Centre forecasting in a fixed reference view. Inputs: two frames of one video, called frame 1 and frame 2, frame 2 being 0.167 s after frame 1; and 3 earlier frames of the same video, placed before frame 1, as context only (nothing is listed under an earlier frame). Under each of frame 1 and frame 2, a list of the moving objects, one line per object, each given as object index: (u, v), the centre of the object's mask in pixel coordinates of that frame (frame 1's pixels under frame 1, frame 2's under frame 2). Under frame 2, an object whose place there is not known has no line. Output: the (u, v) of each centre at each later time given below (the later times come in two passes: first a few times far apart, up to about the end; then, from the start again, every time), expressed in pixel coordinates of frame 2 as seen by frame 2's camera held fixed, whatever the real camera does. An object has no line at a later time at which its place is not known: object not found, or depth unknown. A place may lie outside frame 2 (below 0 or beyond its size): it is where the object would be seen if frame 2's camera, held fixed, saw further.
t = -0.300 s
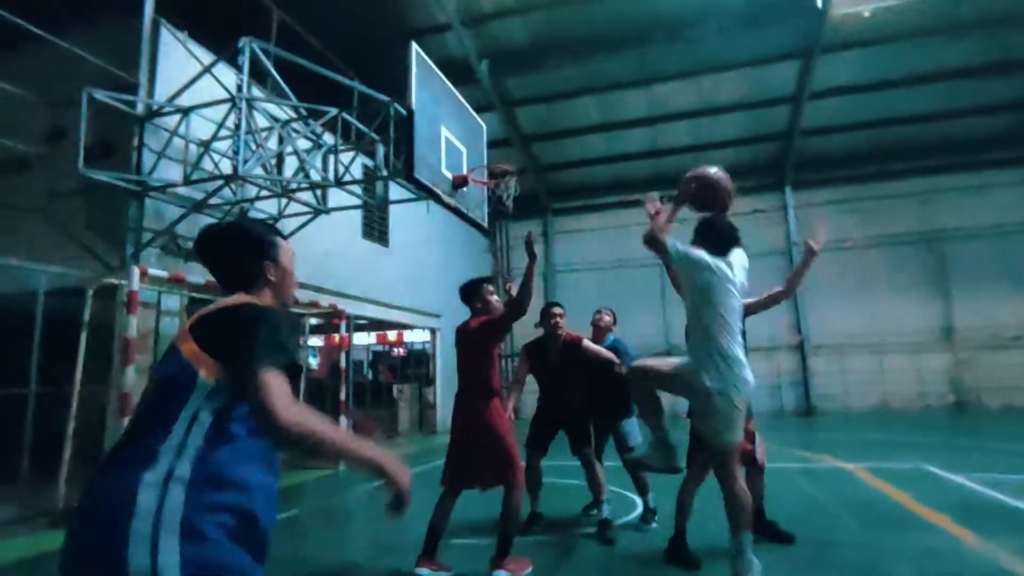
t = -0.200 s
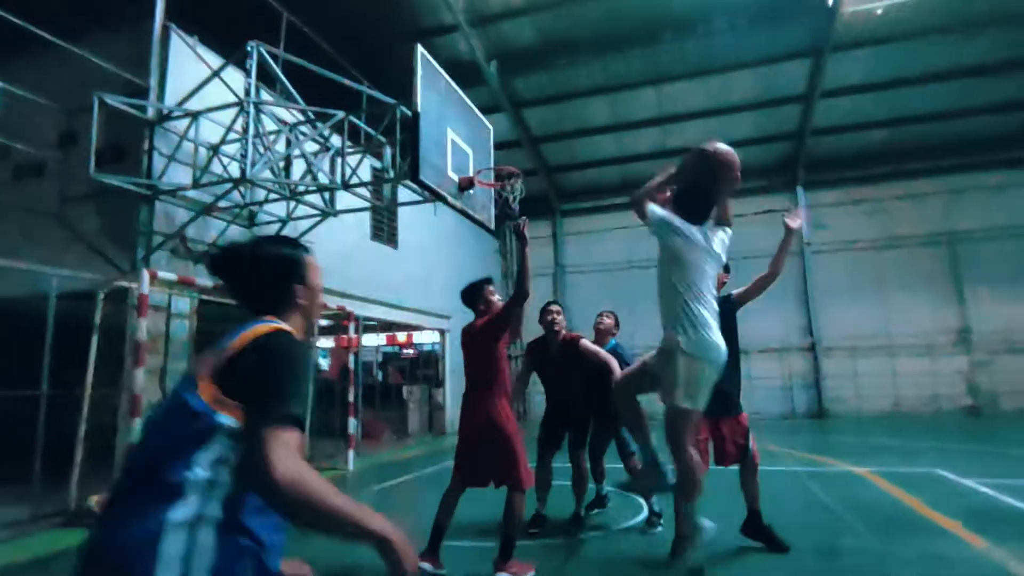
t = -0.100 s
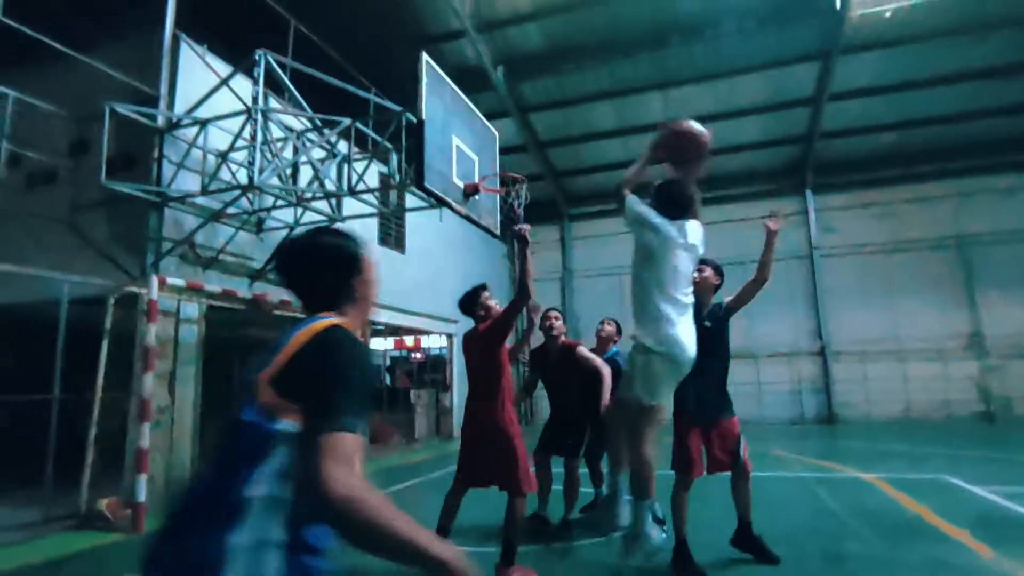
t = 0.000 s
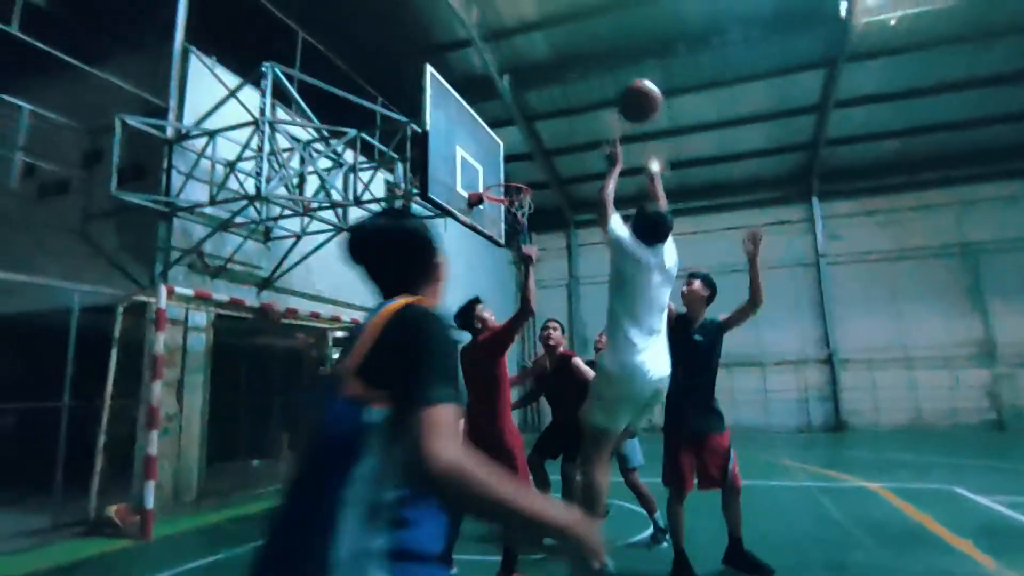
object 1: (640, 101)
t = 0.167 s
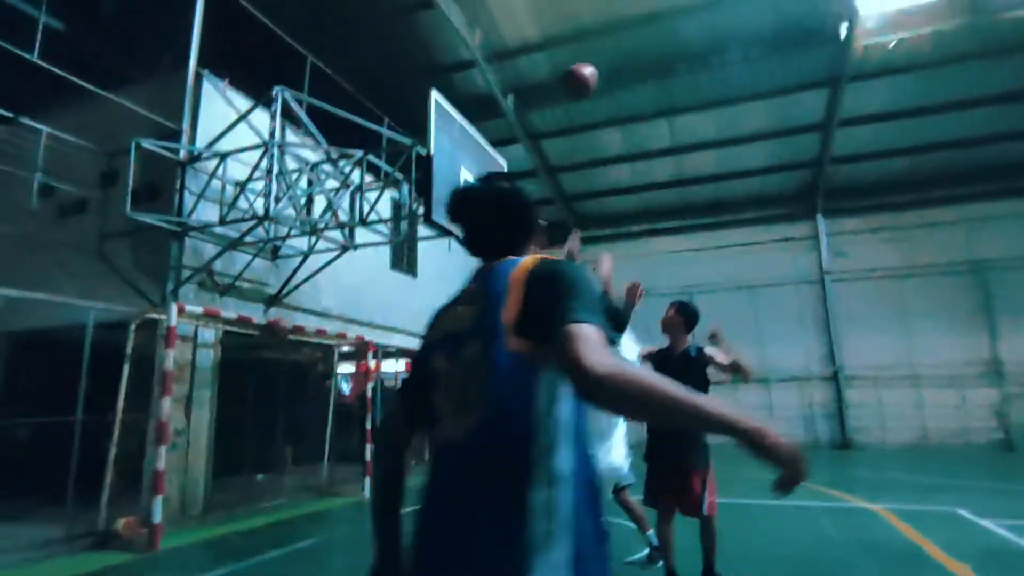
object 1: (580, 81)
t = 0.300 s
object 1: (544, 76)
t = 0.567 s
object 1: (492, 129)
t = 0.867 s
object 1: (481, 211)
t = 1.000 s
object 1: (474, 230)
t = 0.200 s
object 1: (570, 79)
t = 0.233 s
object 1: (560, 77)
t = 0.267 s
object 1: (552, 75)
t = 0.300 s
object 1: (544, 76)
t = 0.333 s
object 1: (537, 81)
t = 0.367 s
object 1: (529, 87)
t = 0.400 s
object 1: (521, 91)
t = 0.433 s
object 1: (516, 95)
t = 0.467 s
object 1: (512, 102)
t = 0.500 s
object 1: (506, 110)
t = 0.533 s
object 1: (500, 118)
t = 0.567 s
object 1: (492, 129)
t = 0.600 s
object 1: (489, 133)
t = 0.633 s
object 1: (483, 144)
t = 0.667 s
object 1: (477, 157)
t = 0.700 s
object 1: (473, 168)
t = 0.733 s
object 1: (469, 180)
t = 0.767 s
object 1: (467, 191)
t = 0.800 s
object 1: (473, 199)
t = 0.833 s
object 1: (479, 206)
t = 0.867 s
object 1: (481, 211)
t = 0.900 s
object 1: (479, 216)
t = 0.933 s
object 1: (477, 219)
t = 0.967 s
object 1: (475, 224)
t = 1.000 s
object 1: (474, 230)
